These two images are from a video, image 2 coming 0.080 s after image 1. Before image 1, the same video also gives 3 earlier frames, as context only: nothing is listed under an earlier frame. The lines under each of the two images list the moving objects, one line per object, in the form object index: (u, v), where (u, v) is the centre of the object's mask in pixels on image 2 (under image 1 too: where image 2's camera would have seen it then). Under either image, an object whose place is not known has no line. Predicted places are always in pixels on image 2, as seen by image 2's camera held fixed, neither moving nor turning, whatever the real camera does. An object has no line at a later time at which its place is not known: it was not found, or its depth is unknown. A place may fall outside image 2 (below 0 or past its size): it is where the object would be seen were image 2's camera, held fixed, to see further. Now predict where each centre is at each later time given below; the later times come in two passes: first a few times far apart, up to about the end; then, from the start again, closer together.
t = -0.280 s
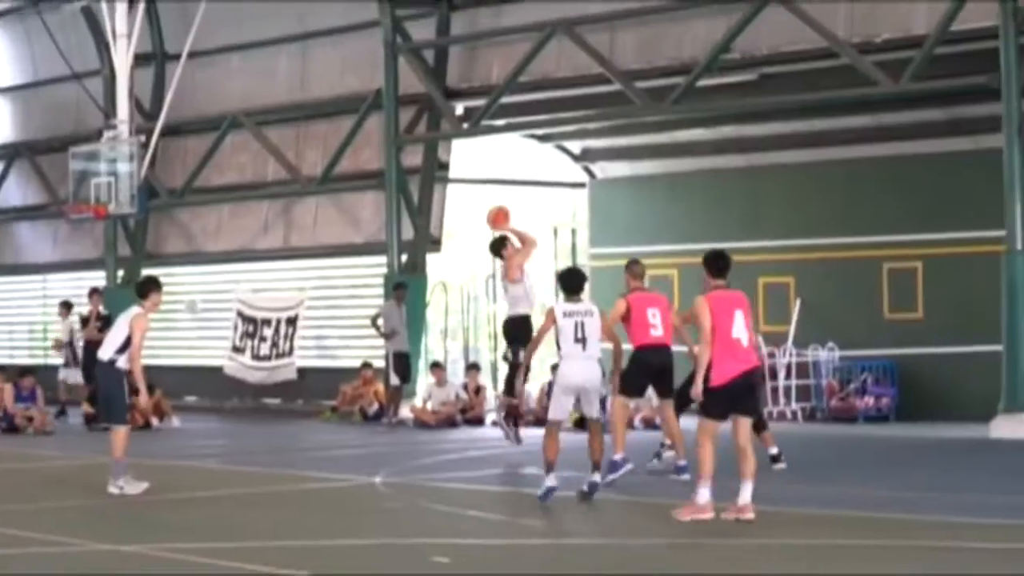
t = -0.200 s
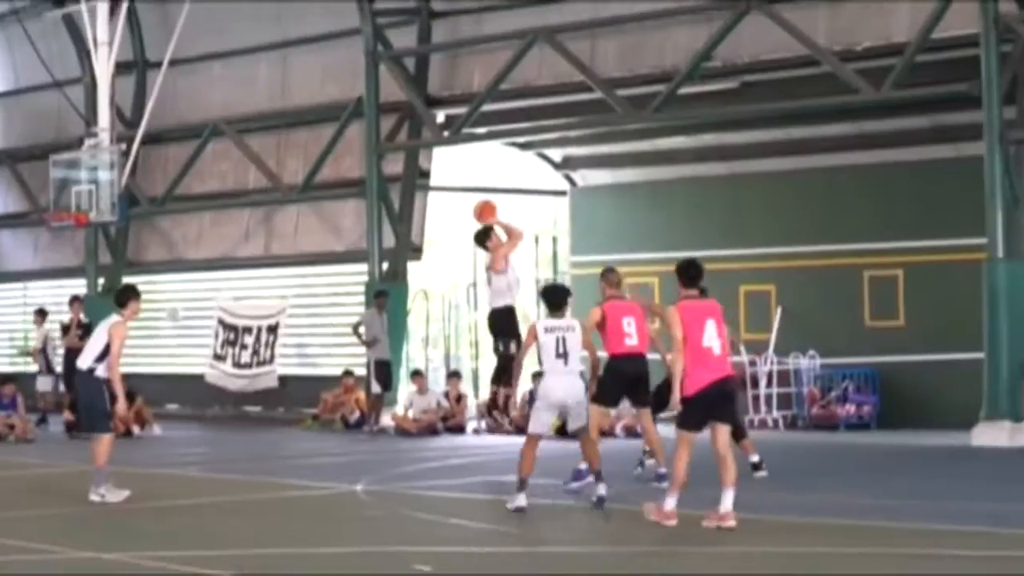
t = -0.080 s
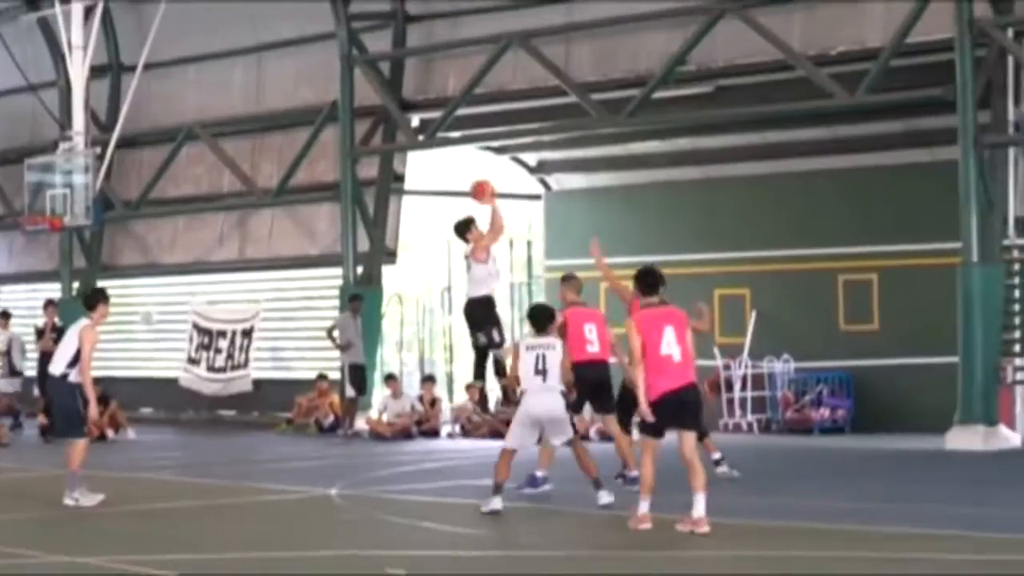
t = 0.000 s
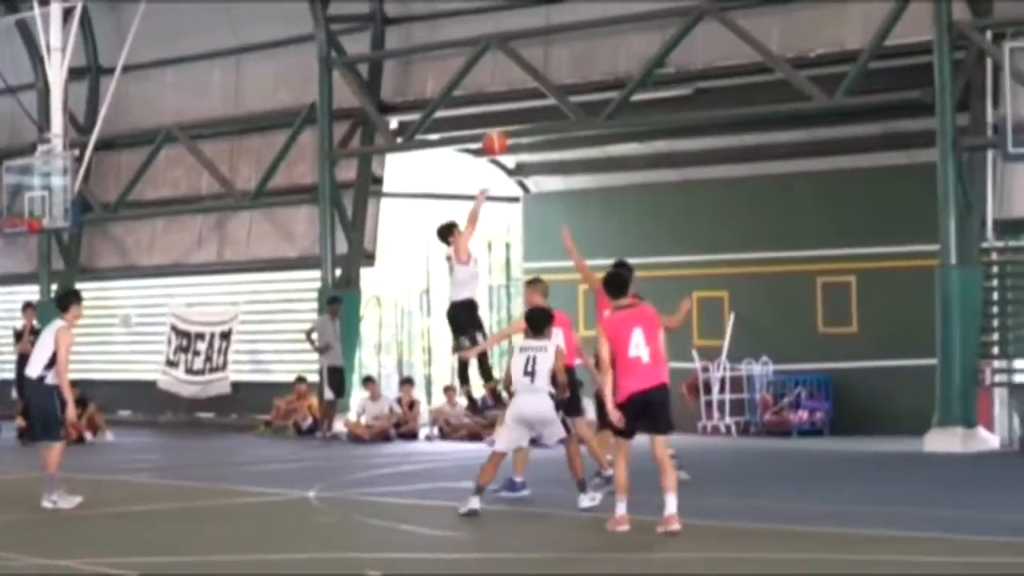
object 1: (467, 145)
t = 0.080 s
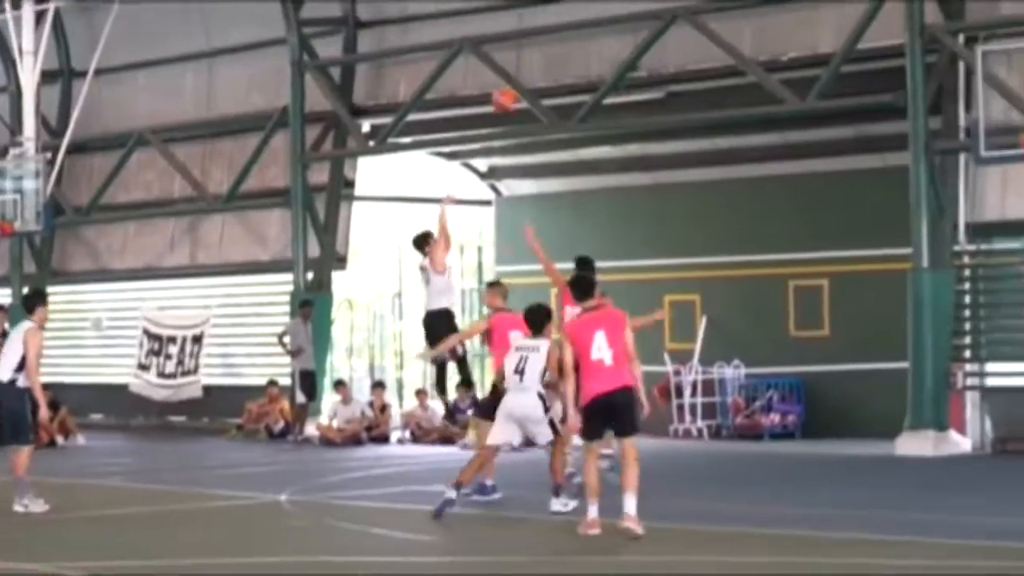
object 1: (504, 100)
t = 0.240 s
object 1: (582, 25)
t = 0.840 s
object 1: (879, -21)
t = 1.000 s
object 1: (958, 31)
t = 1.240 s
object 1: (1065, 94)
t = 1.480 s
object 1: (1129, 18)
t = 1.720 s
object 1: (1197, 8)
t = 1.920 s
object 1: (1259, 56)
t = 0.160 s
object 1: (544, 60)
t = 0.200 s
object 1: (562, 41)
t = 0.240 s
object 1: (582, 25)
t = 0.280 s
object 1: (601, 11)
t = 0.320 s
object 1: (621, -2)
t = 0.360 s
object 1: (640, -9)
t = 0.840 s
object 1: (879, -21)
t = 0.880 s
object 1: (897, -11)
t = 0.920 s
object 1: (916, 2)
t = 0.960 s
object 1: (937, 16)
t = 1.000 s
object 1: (958, 31)
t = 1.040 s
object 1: (978, 49)
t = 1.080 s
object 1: (999, 68)
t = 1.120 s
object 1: (1022, 91)
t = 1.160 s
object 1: (1040, 116)
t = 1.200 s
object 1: (1054, 112)
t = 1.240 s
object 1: (1065, 94)
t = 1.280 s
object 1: (1075, 76)
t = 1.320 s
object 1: (1086, 62)
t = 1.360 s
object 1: (1095, 48)
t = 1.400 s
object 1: (1106, 37)
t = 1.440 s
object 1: (1115, 28)
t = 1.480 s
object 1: (1129, 18)
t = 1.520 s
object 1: (1141, 11)
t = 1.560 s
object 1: (1151, 7)
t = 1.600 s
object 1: (1163, 4)
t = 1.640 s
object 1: (1174, 5)
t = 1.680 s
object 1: (1185, 6)
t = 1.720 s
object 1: (1197, 8)
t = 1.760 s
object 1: (1209, 14)
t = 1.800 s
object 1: (1222, 20)
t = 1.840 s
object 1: (1234, 30)
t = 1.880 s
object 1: (1246, 41)
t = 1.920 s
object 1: (1259, 56)
